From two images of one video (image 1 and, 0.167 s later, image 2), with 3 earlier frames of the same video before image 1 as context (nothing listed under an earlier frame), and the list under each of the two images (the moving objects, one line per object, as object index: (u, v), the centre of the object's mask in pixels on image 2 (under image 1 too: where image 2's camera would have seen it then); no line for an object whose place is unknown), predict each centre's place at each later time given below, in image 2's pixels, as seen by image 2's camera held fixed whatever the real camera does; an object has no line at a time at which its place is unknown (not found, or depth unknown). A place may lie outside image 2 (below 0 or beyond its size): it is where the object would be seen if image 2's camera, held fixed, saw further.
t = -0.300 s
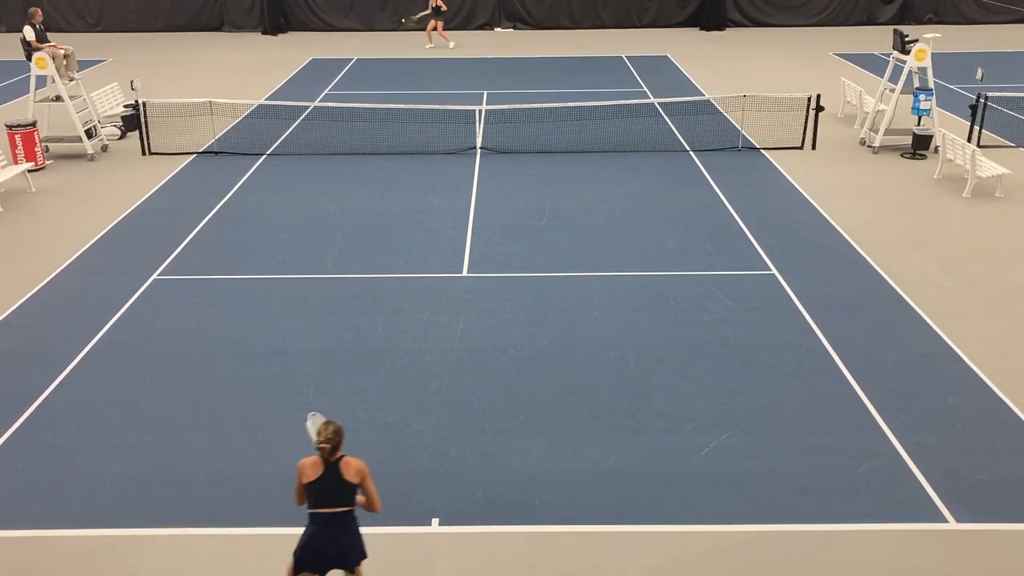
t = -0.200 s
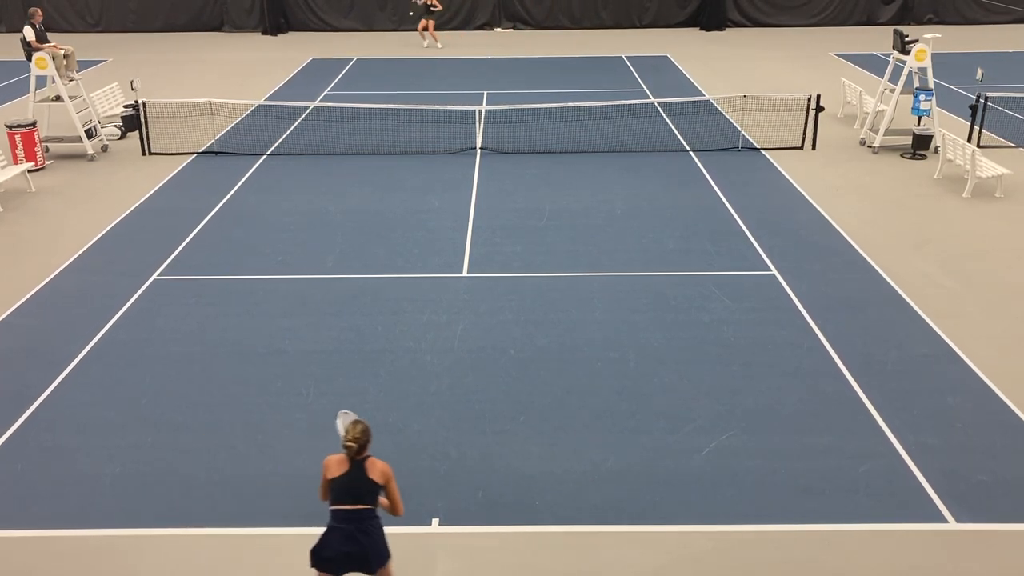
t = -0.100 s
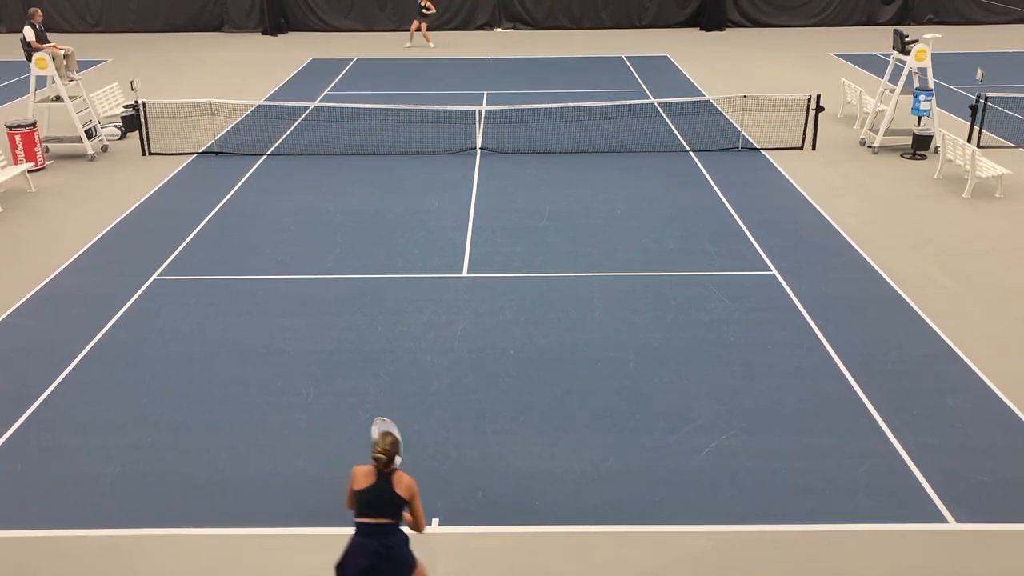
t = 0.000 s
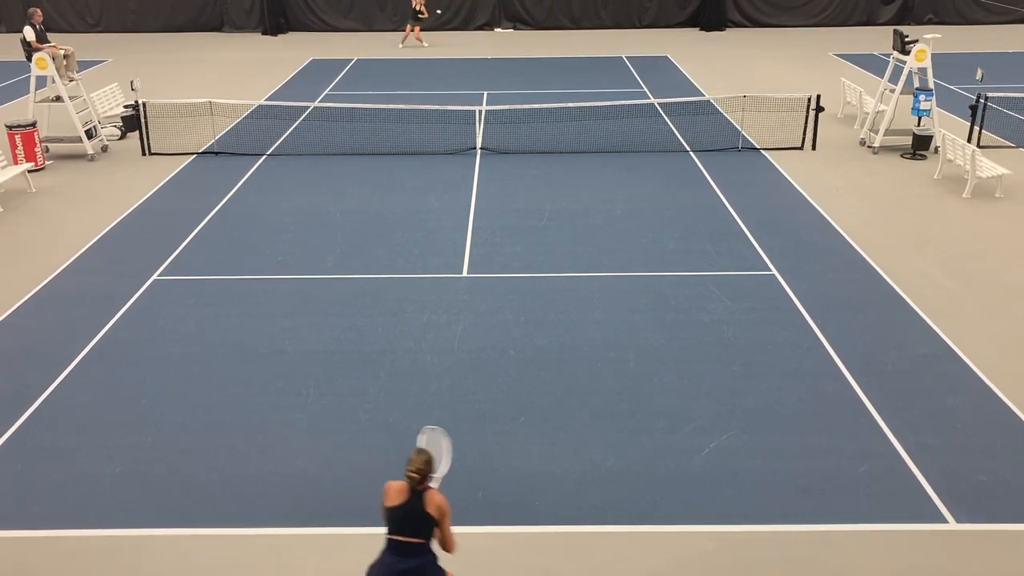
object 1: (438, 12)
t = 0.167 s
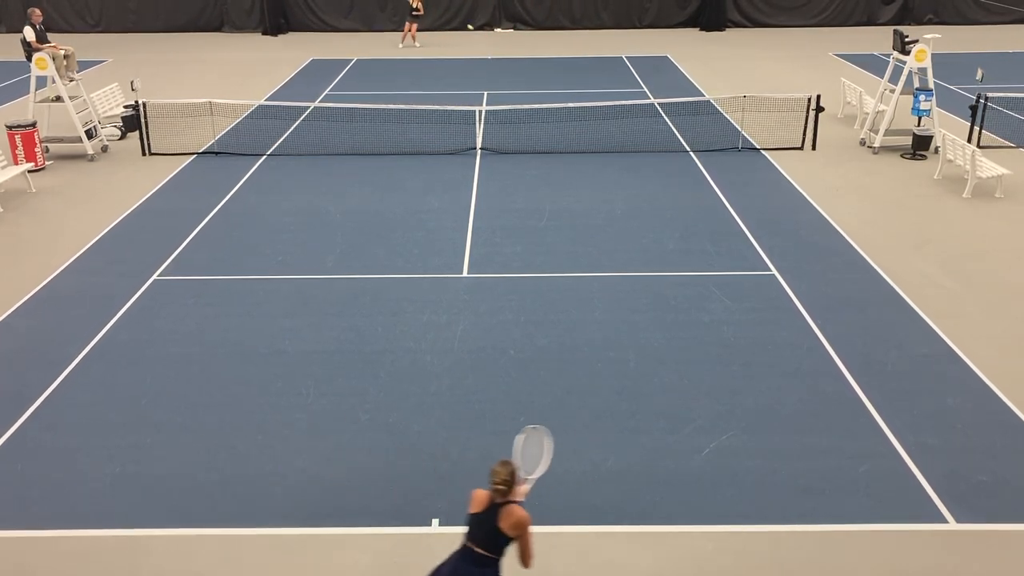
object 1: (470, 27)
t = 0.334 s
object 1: (512, 65)
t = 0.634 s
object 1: (635, 231)
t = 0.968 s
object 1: (854, 418)
